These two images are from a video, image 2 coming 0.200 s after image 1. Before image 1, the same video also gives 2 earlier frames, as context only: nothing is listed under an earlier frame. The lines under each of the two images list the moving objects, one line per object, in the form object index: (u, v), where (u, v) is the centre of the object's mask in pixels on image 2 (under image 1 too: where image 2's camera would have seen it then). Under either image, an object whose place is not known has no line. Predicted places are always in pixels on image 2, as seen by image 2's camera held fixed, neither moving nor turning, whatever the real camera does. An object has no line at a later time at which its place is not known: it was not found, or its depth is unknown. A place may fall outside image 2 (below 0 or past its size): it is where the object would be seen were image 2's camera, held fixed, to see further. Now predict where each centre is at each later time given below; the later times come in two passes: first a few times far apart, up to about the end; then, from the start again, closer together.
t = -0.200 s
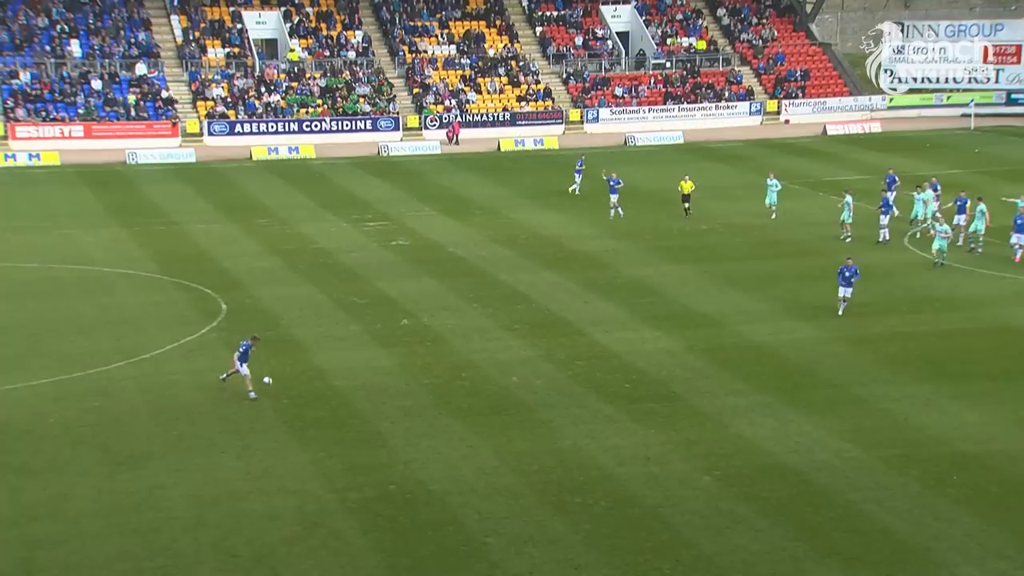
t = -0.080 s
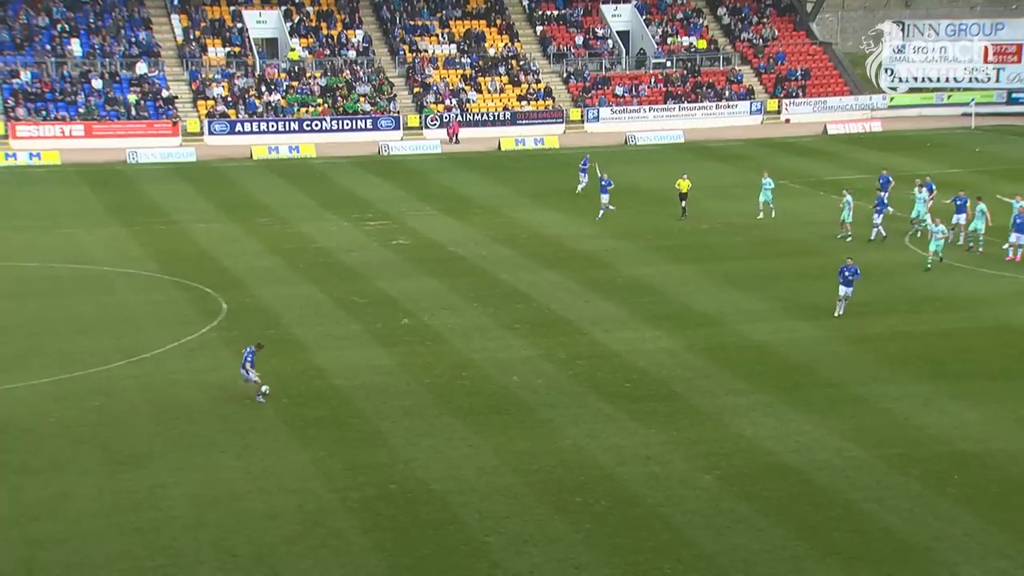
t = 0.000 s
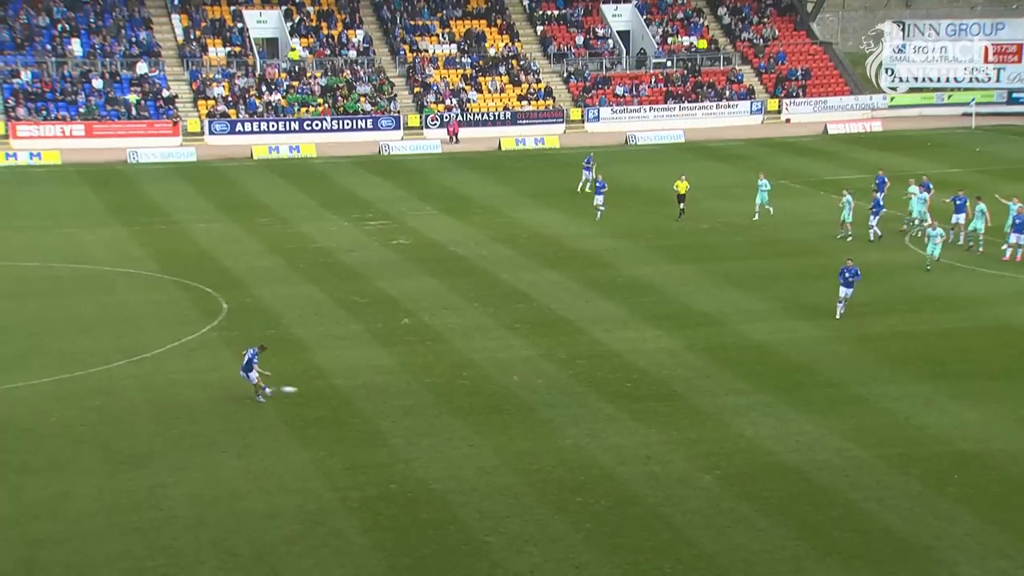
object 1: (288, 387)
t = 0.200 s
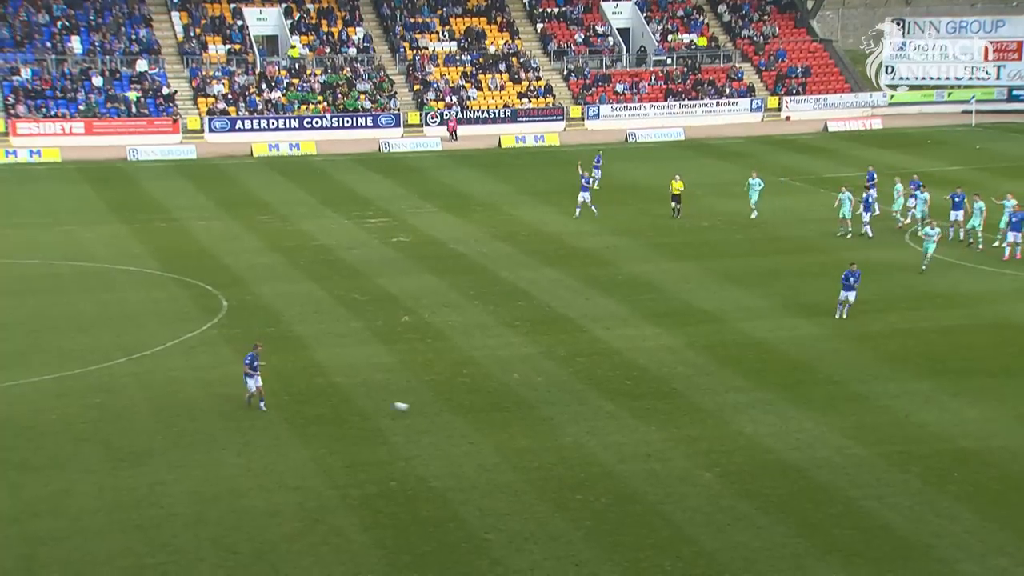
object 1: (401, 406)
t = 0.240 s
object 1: (424, 413)
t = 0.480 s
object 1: (557, 434)
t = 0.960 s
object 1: (813, 482)
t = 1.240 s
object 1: (939, 507)
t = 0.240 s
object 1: (424, 413)
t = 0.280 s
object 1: (448, 420)
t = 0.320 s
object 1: (469, 423)
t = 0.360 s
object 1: (491, 424)
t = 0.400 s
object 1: (512, 427)
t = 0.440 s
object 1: (534, 430)
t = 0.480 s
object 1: (557, 434)
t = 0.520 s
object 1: (579, 439)
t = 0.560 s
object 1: (602, 445)
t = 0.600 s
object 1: (625, 451)
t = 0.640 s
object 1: (646, 454)
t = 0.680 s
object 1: (667, 457)
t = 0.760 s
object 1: (710, 465)
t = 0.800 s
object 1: (731, 467)
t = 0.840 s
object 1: (751, 470)
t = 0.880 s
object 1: (772, 474)
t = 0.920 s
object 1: (793, 478)
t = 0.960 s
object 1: (813, 482)
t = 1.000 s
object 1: (832, 485)
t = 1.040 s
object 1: (850, 489)
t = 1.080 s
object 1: (869, 494)
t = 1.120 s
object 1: (886, 496)
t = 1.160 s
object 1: (904, 499)
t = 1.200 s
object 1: (921, 504)
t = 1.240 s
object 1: (939, 507)
